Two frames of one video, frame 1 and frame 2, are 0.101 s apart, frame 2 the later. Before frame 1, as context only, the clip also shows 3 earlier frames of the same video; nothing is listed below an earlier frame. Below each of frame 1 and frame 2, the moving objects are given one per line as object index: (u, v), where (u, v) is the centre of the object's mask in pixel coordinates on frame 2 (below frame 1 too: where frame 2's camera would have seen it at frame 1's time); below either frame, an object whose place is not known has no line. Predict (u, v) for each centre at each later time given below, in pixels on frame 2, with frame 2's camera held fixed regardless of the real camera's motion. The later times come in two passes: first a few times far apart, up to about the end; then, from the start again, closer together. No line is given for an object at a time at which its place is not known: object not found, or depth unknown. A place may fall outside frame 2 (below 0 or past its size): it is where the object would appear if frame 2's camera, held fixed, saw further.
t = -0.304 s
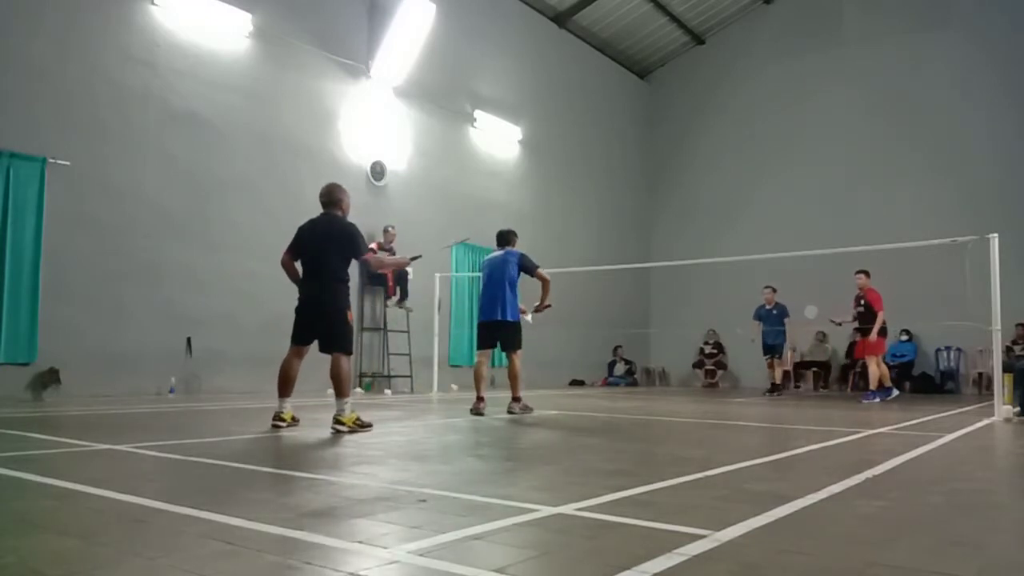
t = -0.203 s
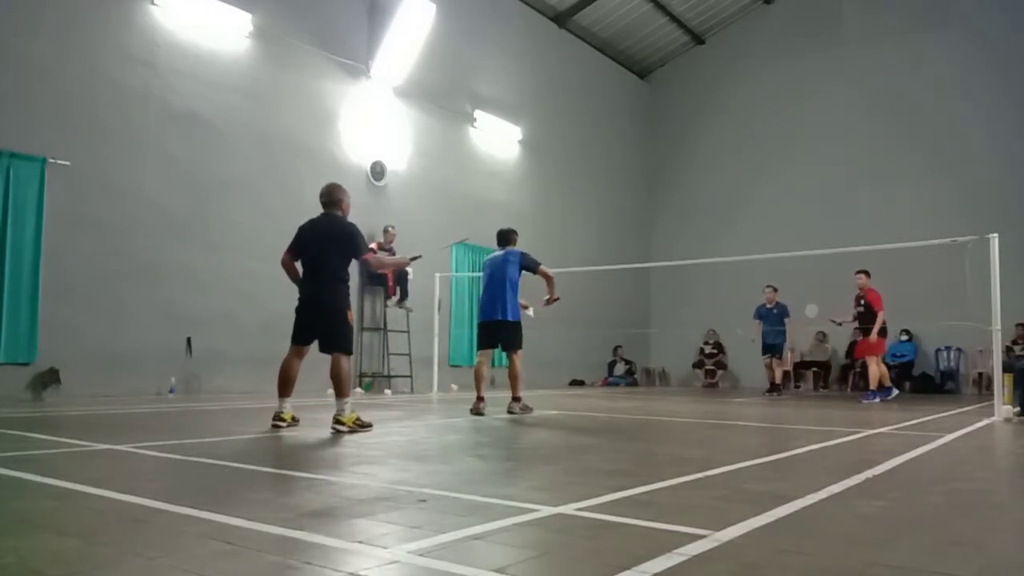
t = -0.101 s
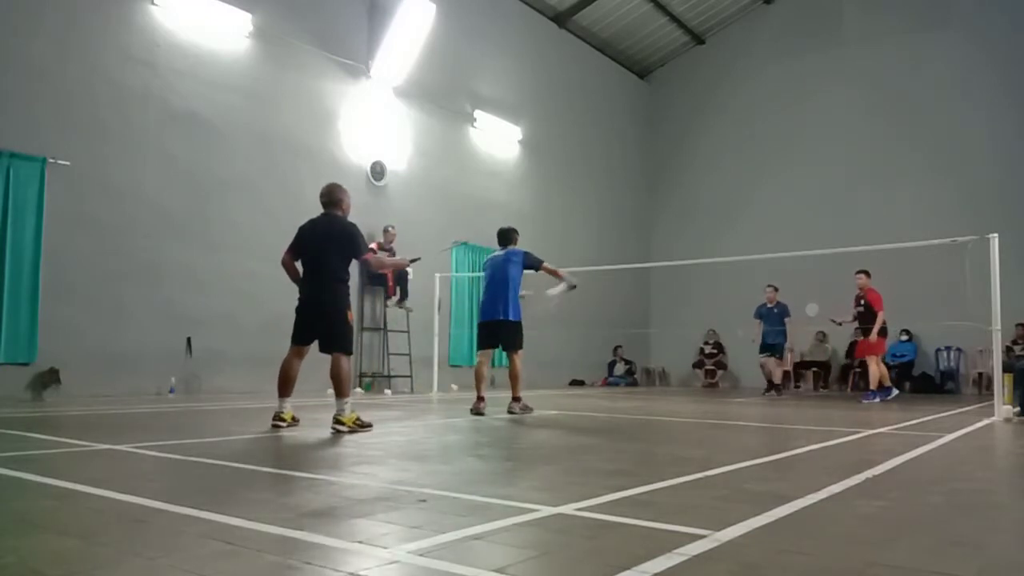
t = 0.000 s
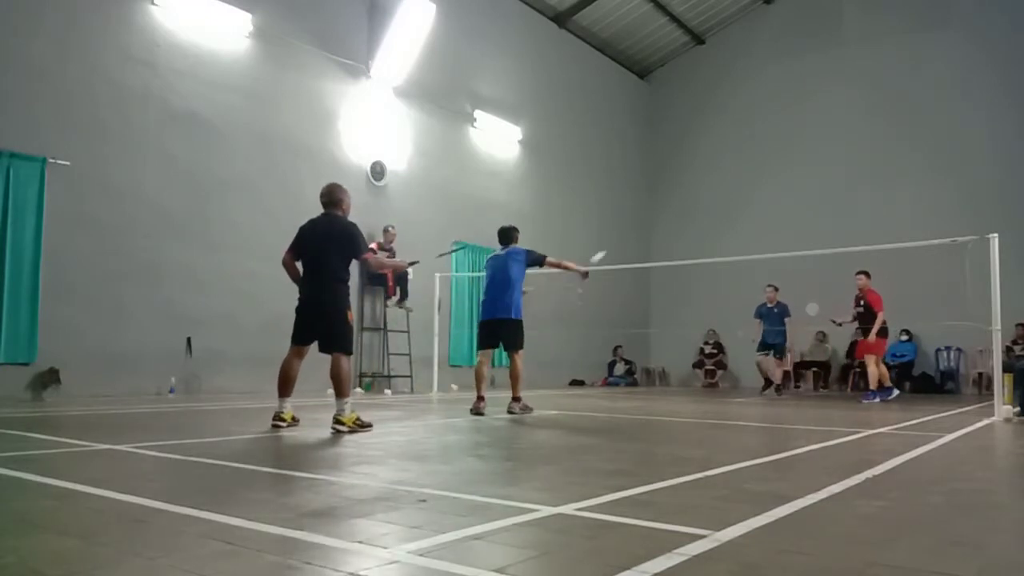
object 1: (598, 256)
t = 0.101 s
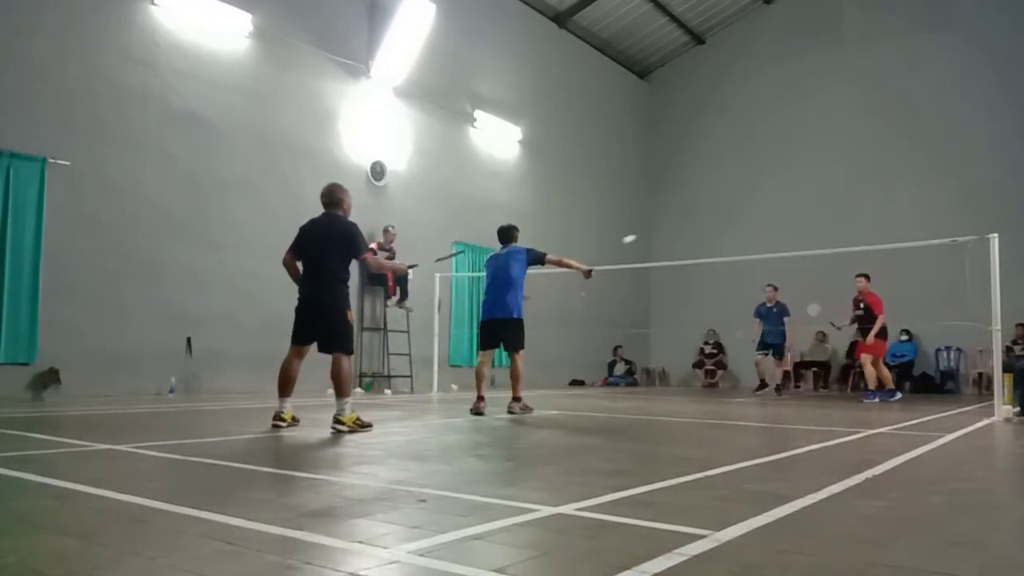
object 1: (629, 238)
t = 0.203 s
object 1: (654, 232)
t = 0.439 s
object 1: (699, 252)
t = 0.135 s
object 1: (639, 235)
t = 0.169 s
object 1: (648, 233)
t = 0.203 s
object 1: (654, 232)
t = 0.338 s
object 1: (682, 239)
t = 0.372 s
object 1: (688, 242)
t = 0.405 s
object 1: (693, 247)
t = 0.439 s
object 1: (699, 252)
